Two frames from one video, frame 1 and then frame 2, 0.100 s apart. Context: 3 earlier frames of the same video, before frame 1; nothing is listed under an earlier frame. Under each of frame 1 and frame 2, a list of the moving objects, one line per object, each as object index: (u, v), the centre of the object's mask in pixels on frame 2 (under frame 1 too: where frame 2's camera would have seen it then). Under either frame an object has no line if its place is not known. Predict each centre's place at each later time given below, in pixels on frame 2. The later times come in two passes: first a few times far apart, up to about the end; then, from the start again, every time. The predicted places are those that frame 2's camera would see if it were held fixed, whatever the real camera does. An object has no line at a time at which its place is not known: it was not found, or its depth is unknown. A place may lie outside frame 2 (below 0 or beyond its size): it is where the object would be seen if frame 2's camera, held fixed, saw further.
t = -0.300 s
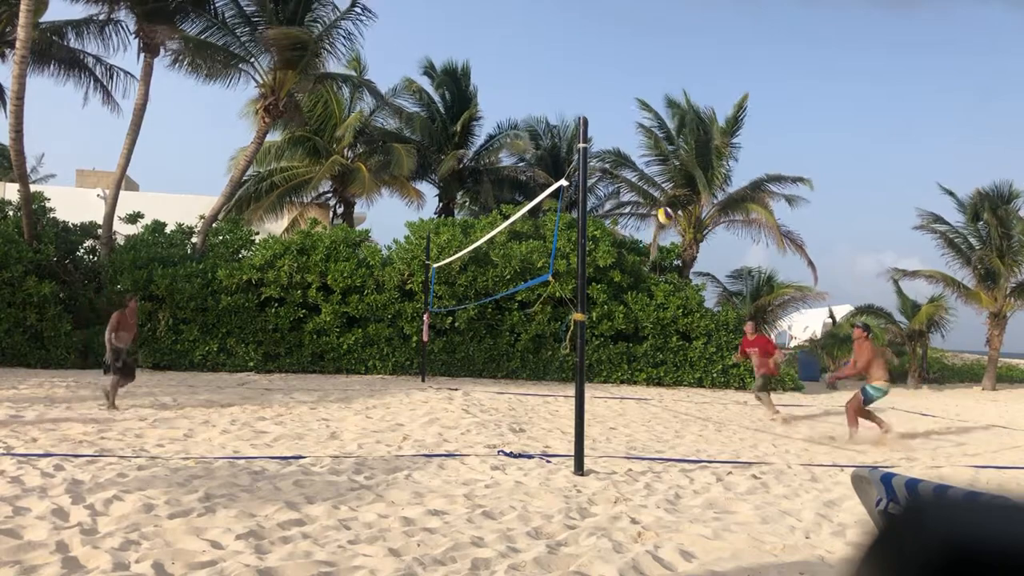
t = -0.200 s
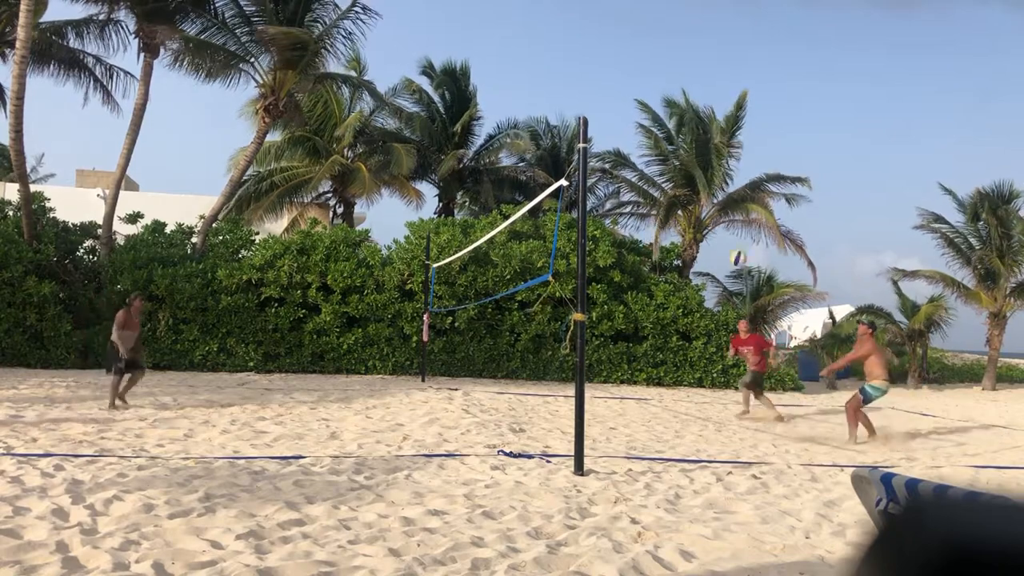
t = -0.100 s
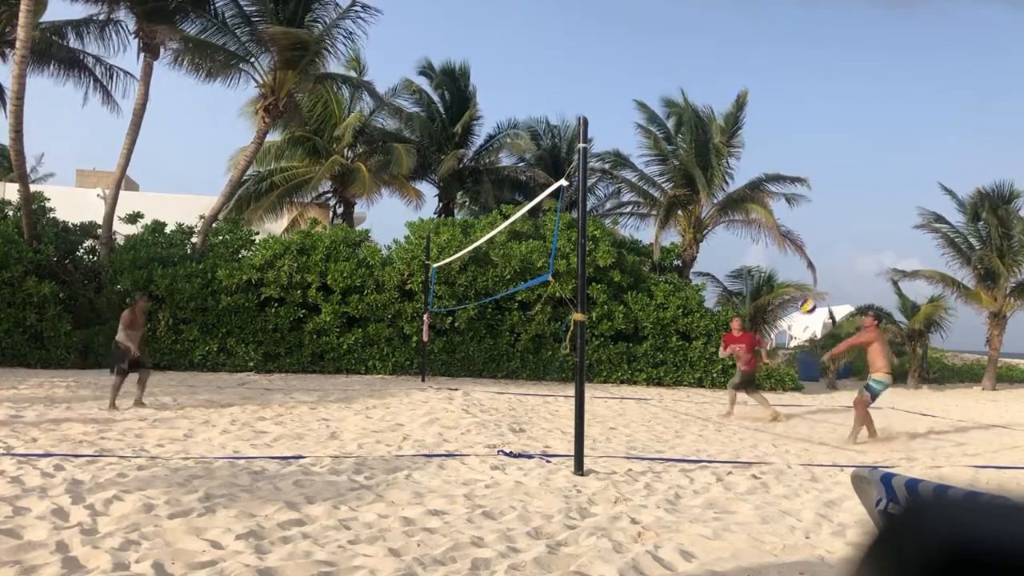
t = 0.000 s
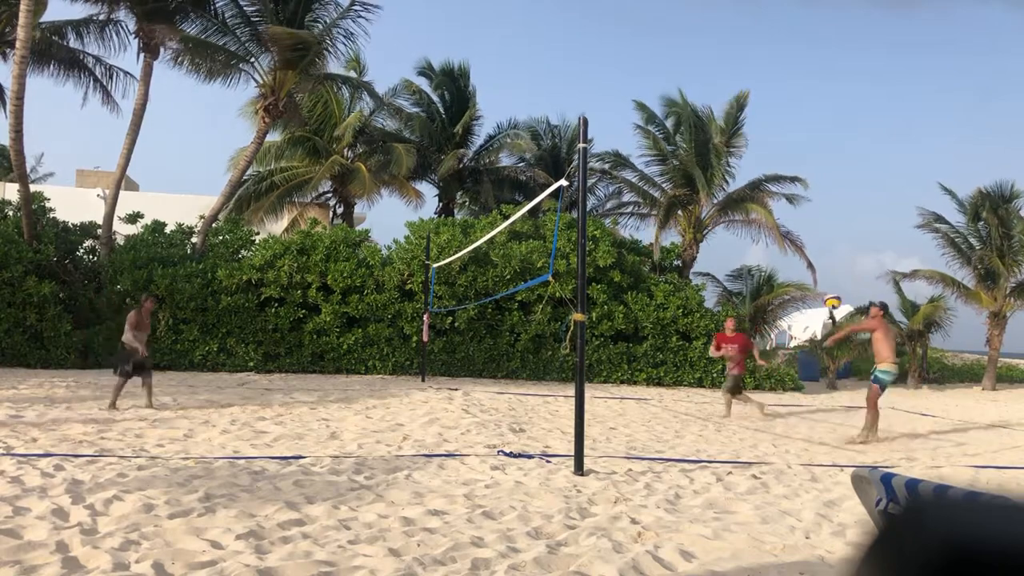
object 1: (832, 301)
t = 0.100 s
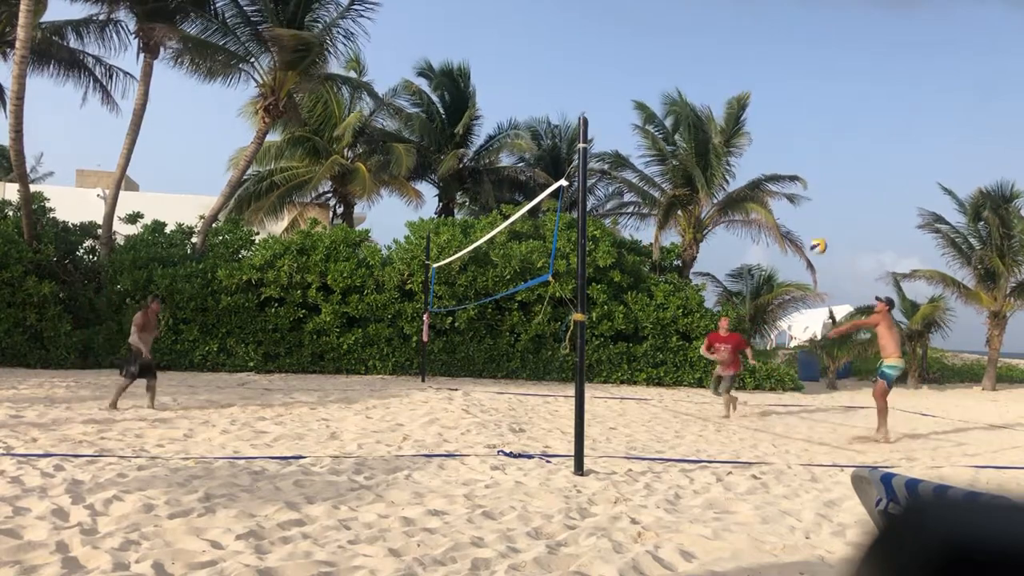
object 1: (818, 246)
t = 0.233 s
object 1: (799, 183)
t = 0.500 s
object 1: (759, 99)
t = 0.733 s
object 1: (724, 68)
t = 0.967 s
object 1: (685, 75)
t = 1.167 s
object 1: (650, 114)
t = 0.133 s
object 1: (813, 229)
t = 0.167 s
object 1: (808, 214)
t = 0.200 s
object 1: (804, 197)
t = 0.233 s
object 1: (799, 183)
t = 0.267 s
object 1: (795, 171)
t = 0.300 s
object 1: (789, 158)
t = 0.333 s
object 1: (784, 146)
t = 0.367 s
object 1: (780, 135)
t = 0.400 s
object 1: (774, 125)
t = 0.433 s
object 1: (768, 115)
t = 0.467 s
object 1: (764, 107)
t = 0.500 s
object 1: (759, 99)
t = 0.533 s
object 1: (754, 92)
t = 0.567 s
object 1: (749, 85)
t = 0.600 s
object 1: (744, 81)
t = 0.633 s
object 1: (739, 76)
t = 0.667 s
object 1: (734, 72)
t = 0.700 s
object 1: (729, 69)
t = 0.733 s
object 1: (724, 68)
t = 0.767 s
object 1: (718, 66)
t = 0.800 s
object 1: (712, 65)
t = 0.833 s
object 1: (707, 65)
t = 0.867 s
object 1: (701, 67)
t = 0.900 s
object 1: (696, 68)
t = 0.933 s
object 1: (691, 71)
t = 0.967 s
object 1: (685, 75)
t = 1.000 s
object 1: (679, 79)
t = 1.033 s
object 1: (674, 85)
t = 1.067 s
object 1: (668, 91)
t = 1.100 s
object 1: (662, 98)
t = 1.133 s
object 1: (656, 105)
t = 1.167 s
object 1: (650, 114)
